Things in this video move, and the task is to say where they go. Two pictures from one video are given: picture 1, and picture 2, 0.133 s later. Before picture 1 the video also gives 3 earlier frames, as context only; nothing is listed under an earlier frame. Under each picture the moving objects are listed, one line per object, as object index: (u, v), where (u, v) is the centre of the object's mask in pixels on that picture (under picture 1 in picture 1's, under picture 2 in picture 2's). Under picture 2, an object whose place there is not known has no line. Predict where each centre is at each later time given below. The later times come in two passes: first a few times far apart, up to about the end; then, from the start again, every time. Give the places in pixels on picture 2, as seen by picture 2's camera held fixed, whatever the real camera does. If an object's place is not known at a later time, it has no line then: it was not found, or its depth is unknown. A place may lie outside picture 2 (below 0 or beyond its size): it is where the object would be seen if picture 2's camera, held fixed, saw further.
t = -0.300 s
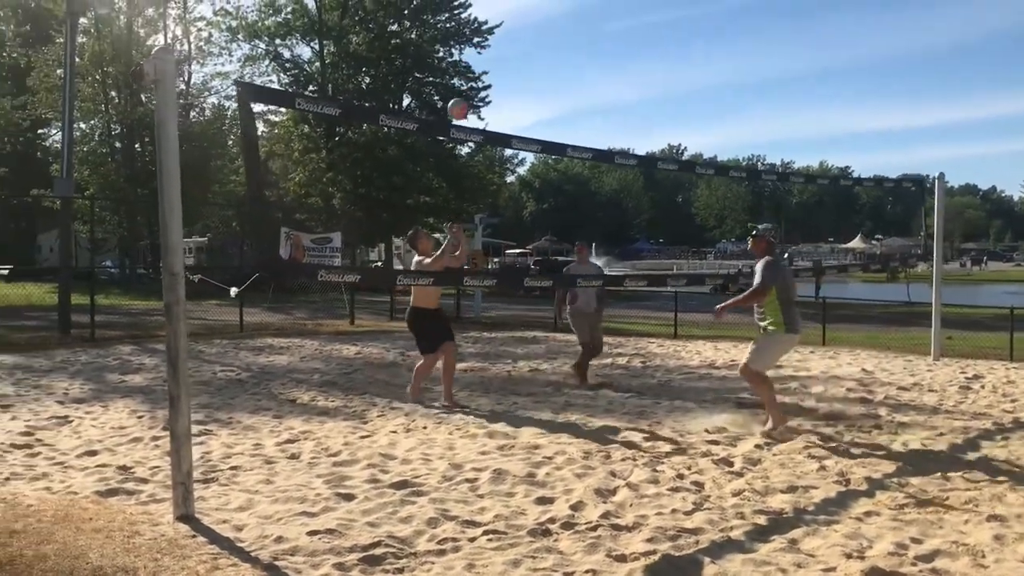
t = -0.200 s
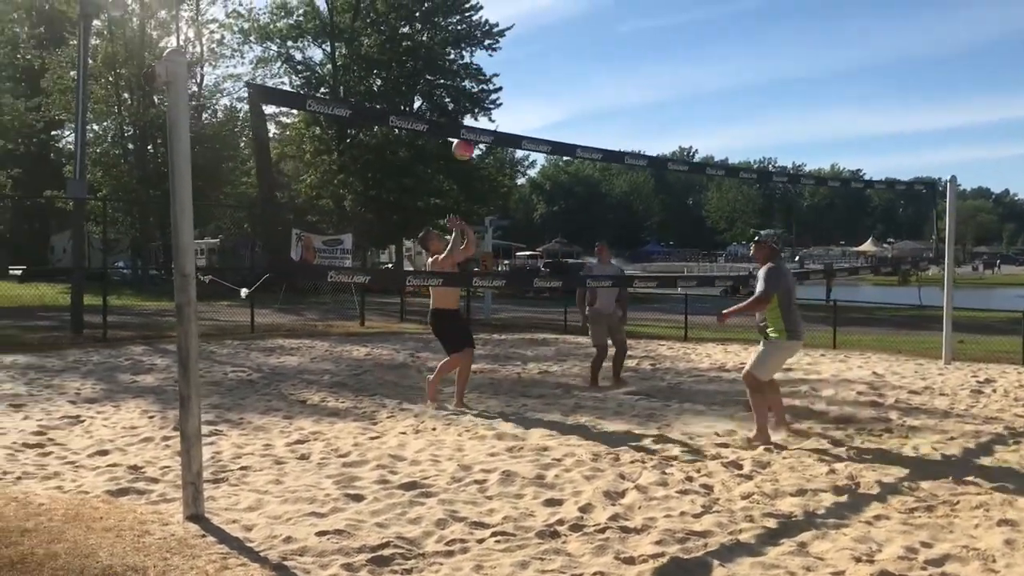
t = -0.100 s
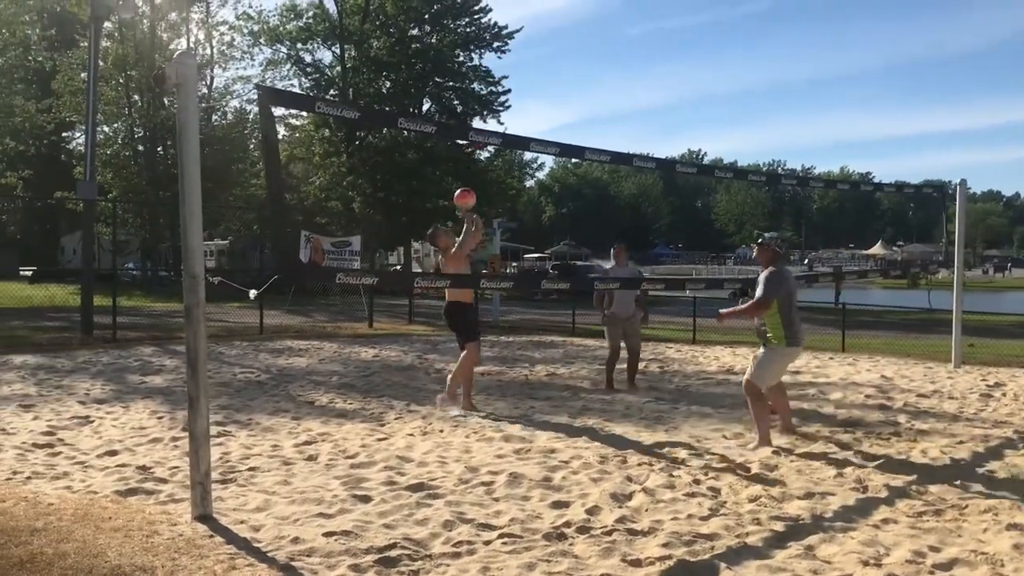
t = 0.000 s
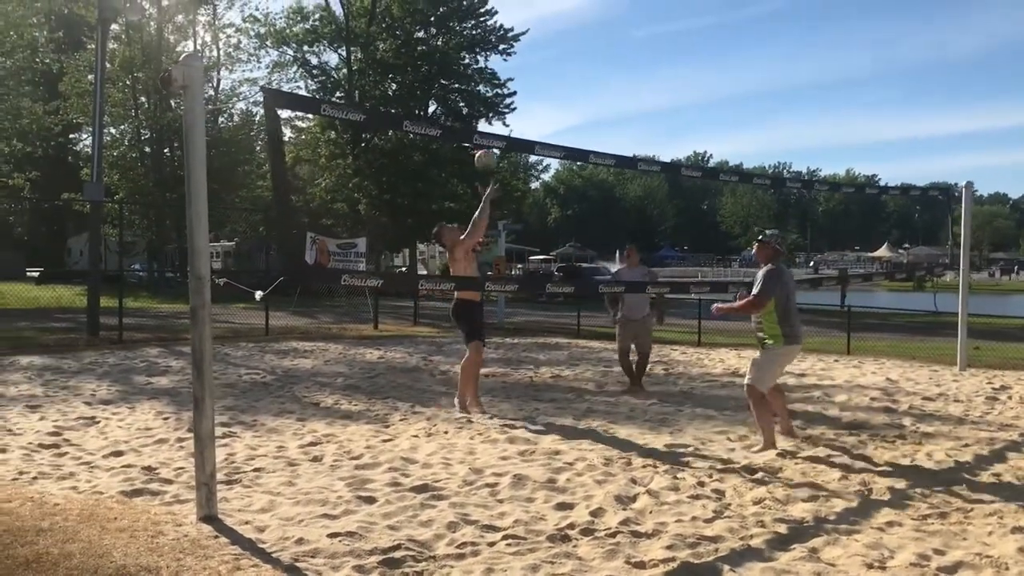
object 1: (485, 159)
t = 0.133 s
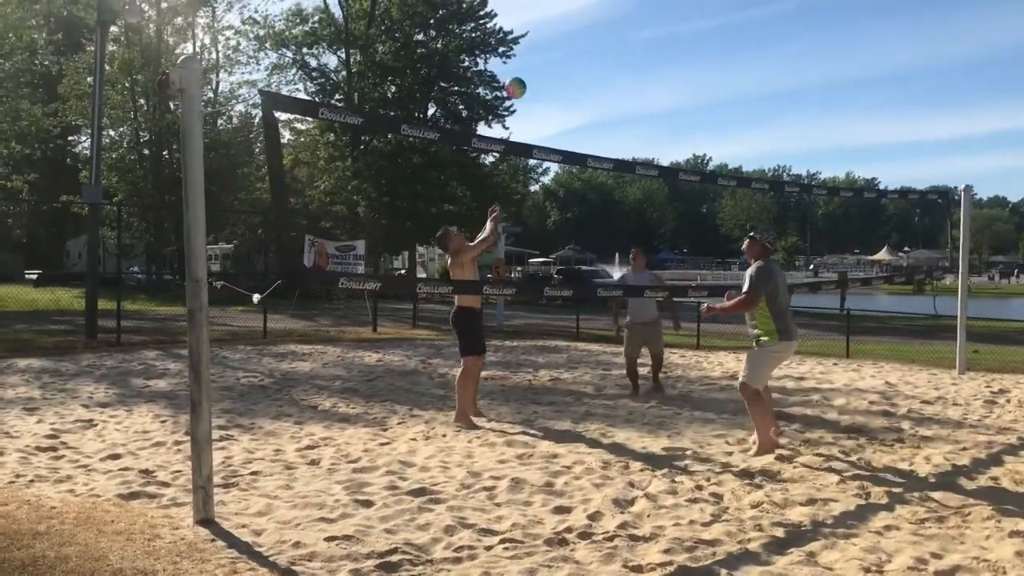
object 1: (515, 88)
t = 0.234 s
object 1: (538, 47)
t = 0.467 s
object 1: (585, -2)
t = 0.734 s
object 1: (630, 7)
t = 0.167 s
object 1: (523, 73)
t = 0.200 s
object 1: (531, 59)
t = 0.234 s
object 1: (538, 47)
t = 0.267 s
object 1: (546, 36)
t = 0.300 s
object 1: (553, 26)
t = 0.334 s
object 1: (560, 18)
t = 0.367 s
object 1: (566, 11)
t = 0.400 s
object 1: (573, 5)
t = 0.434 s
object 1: (579, 0)
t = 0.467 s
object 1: (585, -2)
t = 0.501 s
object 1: (591, -4)
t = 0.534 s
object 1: (597, -5)
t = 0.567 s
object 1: (603, -5)
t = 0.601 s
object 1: (609, -4)
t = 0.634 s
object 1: (615, -3)
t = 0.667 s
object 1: (620, -2)
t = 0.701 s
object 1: (626, 1)
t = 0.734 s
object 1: (630, 7)
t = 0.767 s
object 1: (635, 13)
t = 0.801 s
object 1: (639, 21)
